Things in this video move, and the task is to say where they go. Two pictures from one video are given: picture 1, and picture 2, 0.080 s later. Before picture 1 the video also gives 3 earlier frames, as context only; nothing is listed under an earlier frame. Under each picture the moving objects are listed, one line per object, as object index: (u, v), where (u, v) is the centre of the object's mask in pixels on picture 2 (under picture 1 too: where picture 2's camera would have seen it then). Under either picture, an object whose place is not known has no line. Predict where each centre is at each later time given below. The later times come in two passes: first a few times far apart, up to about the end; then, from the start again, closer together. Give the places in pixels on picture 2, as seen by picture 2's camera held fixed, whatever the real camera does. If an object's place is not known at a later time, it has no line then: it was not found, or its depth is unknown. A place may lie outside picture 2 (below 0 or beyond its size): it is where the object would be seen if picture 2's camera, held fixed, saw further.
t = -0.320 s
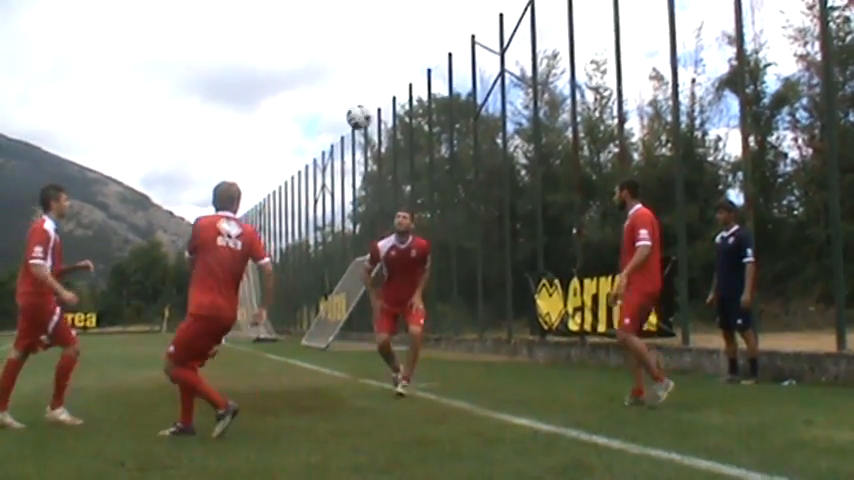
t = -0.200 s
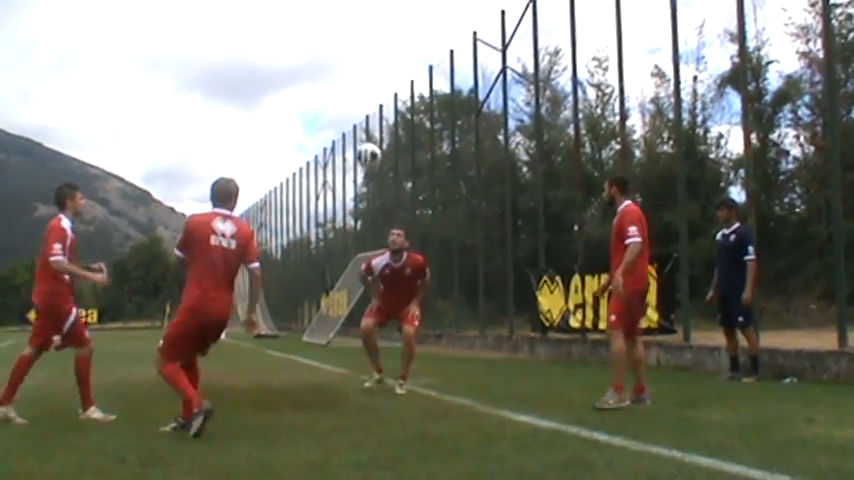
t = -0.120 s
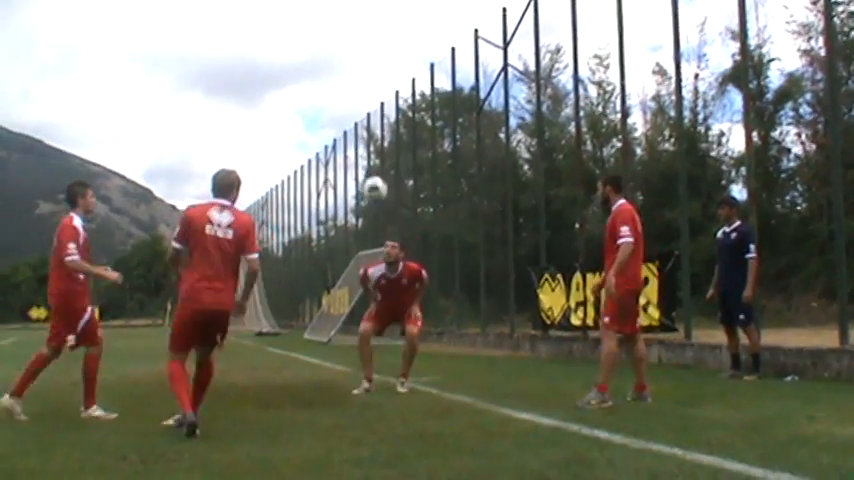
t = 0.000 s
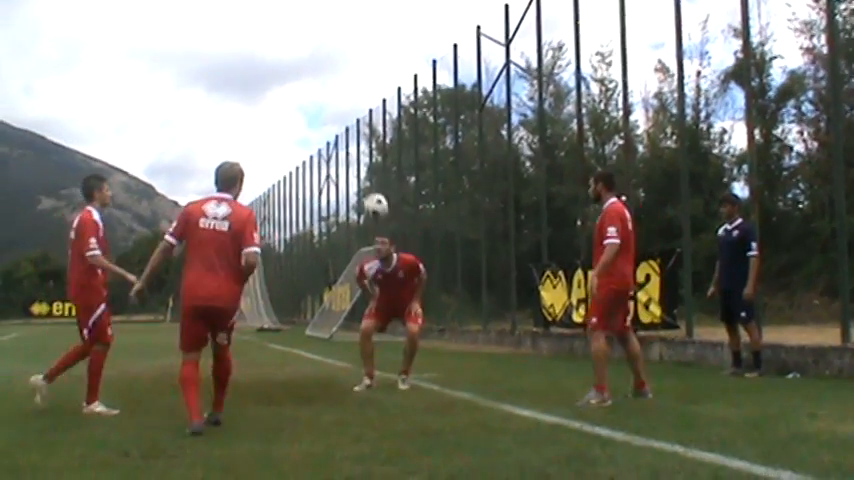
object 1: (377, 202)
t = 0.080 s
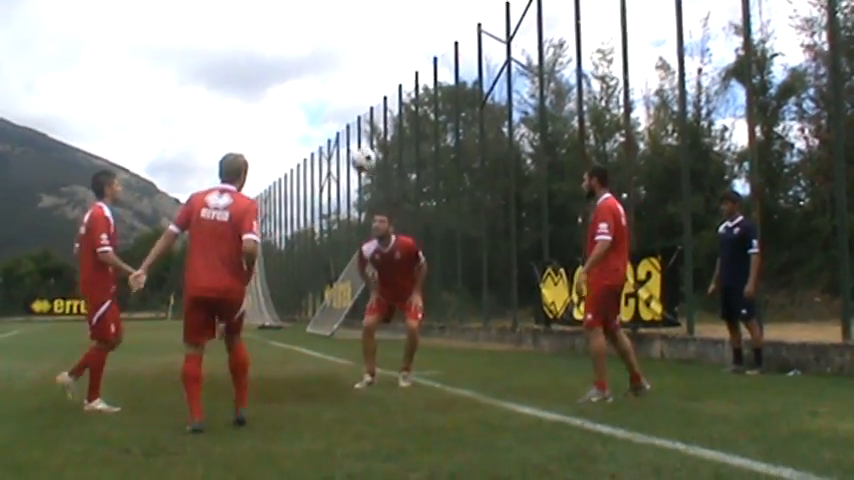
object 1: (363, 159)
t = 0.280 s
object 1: (328, 76)
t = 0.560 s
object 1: (277, 32)
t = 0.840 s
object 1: (218, 85)
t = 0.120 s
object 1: (356, 139)
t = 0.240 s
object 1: (335, 91)
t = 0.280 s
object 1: (328, 76)
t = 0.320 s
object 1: (321, 65)
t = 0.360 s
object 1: (314, 55)
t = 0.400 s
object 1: (307, 47)
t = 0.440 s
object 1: (300, 40)
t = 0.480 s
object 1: (292, 35)
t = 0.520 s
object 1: (285, 33)
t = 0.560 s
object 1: (277, 32)
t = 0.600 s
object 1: (269, 33)
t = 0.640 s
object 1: (260, 36)
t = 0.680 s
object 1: (252, 41)
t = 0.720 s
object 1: (243, 49)
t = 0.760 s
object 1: (235, 59)
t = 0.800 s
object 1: (227, 71)
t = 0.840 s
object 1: (218, 85)
